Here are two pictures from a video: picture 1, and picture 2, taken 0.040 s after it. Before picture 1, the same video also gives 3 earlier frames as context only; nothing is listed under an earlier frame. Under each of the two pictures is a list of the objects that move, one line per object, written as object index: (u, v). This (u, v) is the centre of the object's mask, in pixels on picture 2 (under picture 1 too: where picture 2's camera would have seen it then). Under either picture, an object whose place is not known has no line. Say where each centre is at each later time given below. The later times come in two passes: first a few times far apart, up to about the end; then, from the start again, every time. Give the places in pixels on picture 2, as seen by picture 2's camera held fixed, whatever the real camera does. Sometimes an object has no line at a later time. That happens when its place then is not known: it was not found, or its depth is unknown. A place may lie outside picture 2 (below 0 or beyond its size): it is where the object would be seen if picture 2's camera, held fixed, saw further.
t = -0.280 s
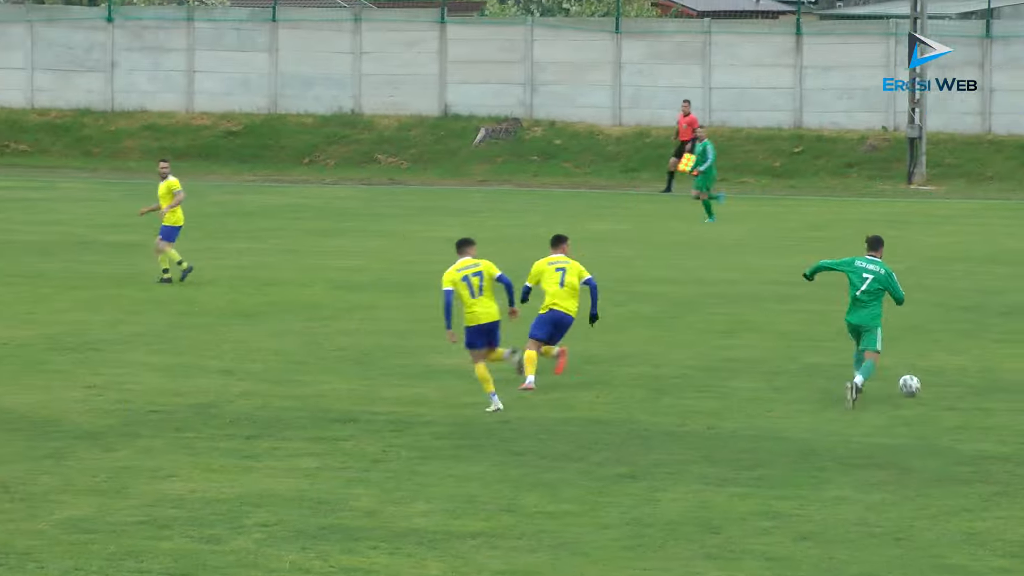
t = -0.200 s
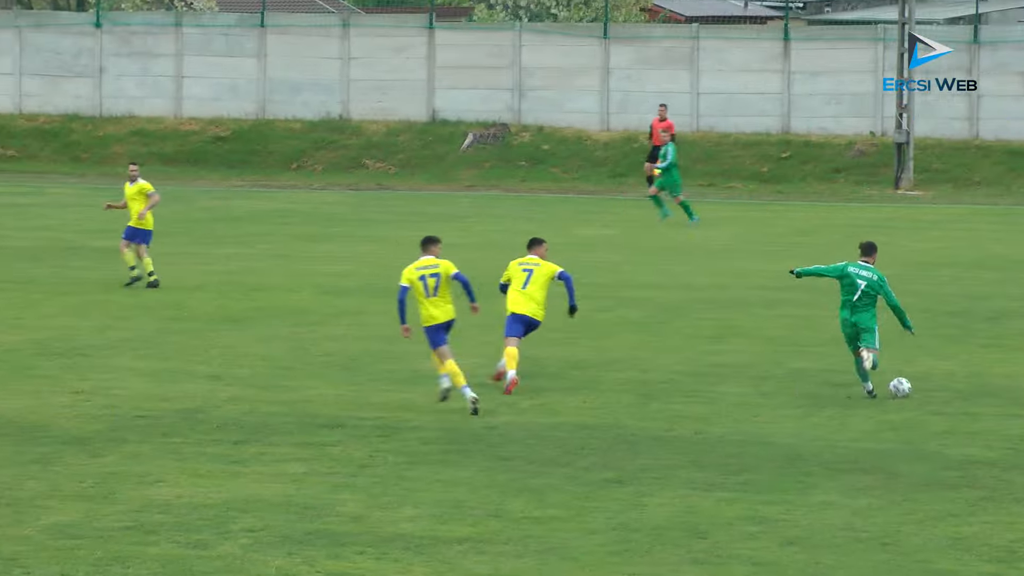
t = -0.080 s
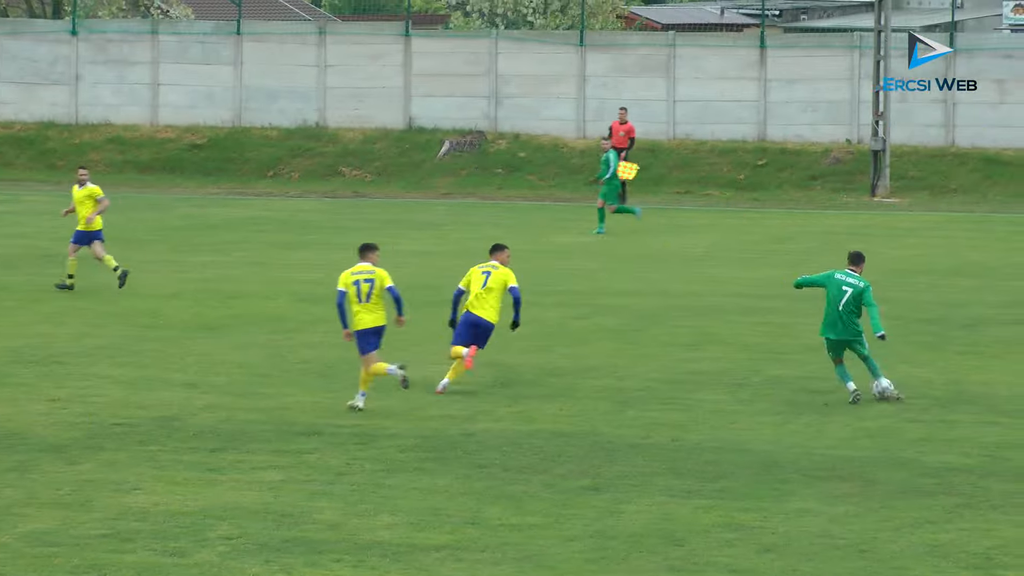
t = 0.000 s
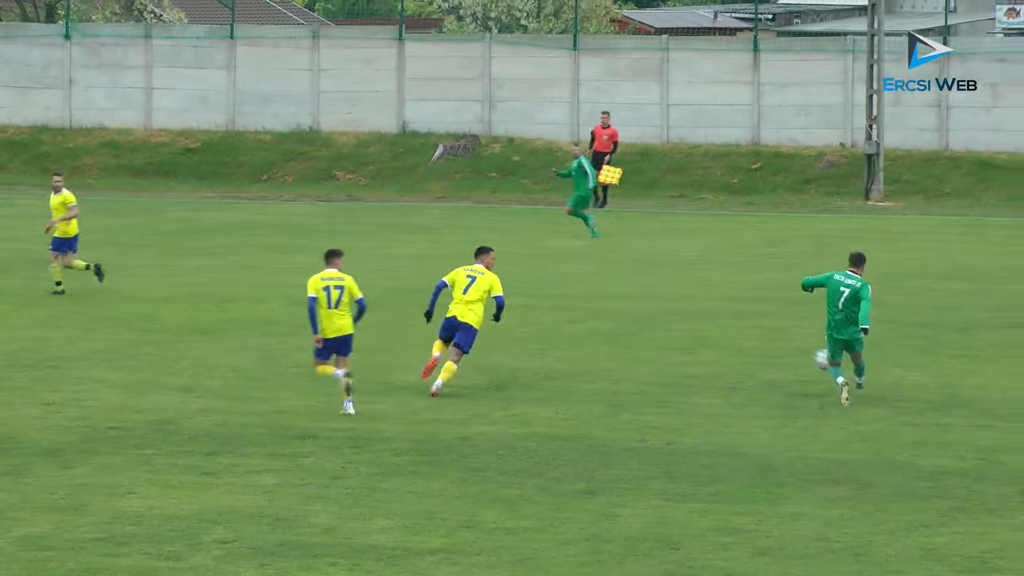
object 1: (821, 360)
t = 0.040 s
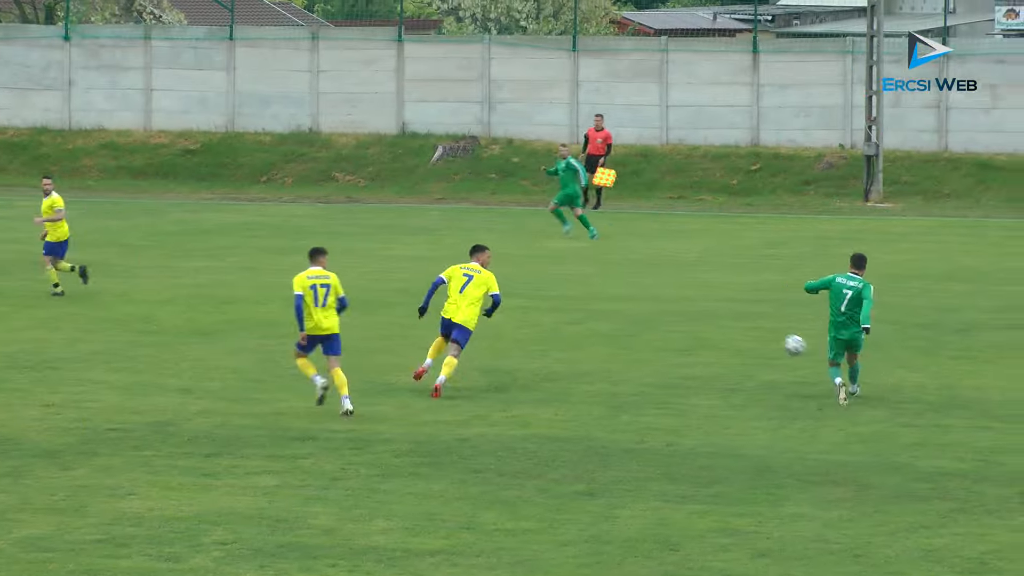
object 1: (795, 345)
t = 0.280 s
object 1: (630, 299)
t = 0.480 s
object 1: (516, 303)
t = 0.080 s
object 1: (765, 331)
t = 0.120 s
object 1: (736, 321)
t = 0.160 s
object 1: (709, 312)
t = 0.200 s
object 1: (682, 306)
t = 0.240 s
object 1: (656, 302)
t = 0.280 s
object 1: (630, 299)
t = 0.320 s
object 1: (606, 298)
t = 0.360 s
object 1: (582, 299)
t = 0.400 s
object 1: (559, 302)
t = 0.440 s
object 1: (537, 306)
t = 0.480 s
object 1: (516, 303)
